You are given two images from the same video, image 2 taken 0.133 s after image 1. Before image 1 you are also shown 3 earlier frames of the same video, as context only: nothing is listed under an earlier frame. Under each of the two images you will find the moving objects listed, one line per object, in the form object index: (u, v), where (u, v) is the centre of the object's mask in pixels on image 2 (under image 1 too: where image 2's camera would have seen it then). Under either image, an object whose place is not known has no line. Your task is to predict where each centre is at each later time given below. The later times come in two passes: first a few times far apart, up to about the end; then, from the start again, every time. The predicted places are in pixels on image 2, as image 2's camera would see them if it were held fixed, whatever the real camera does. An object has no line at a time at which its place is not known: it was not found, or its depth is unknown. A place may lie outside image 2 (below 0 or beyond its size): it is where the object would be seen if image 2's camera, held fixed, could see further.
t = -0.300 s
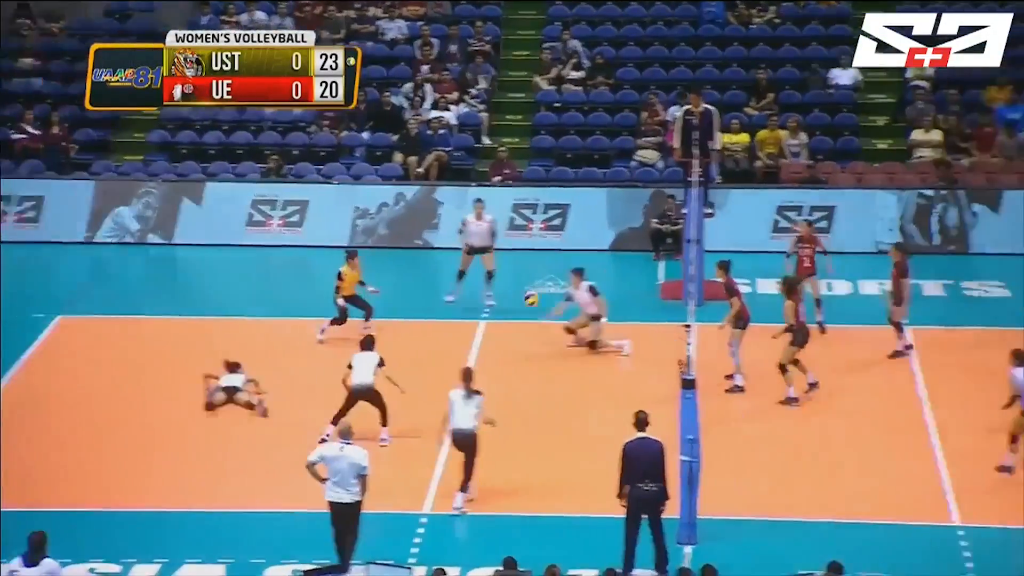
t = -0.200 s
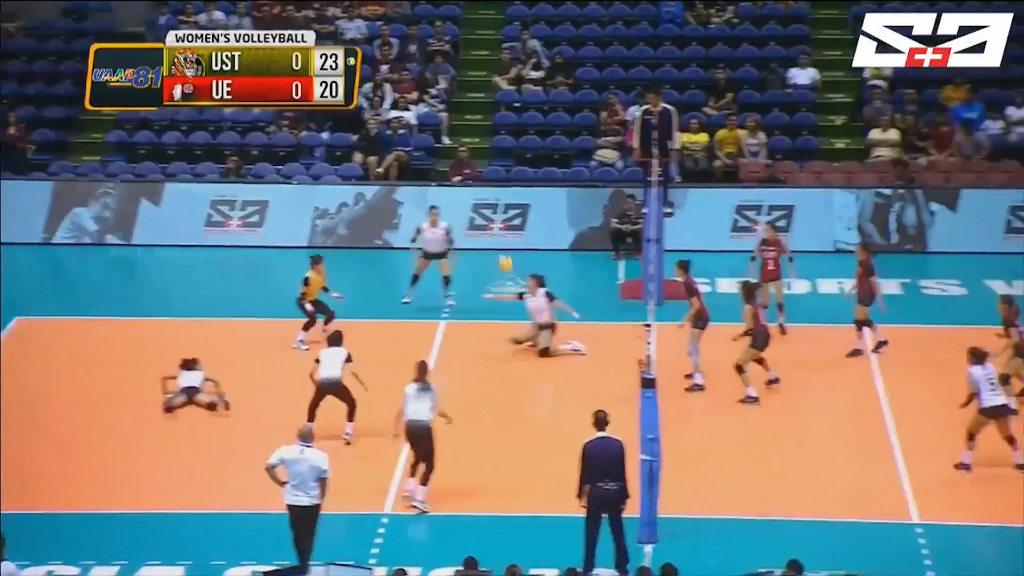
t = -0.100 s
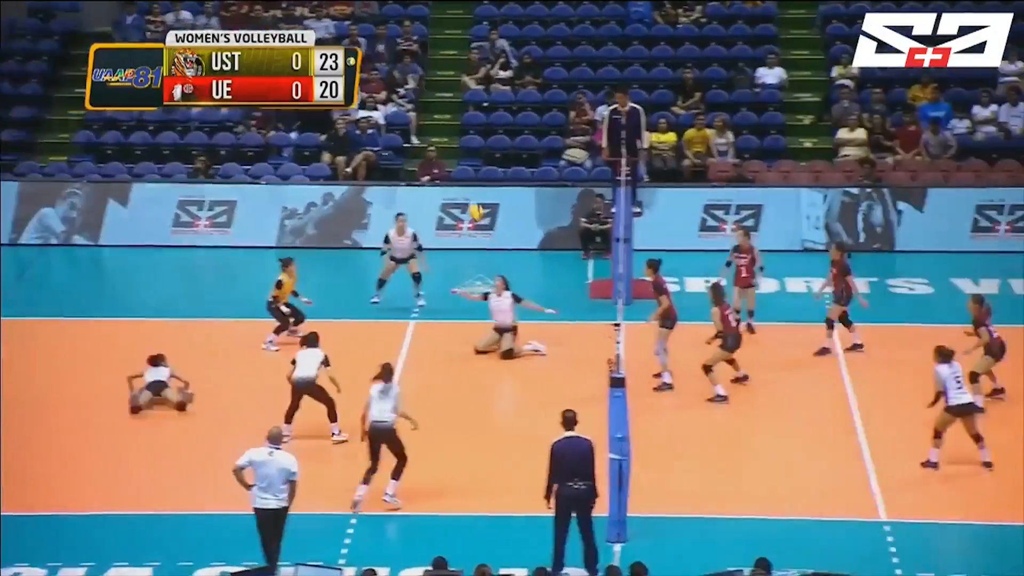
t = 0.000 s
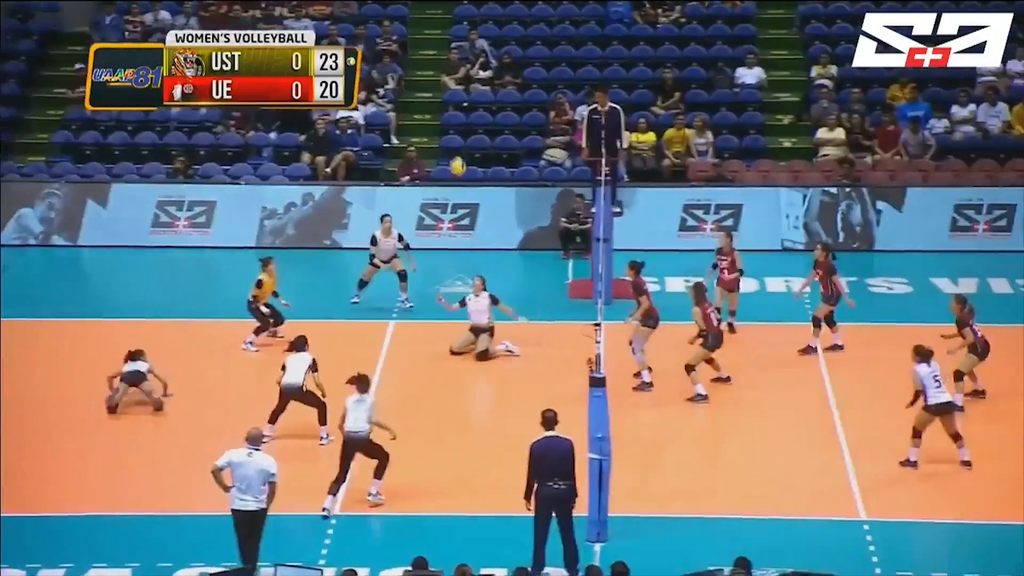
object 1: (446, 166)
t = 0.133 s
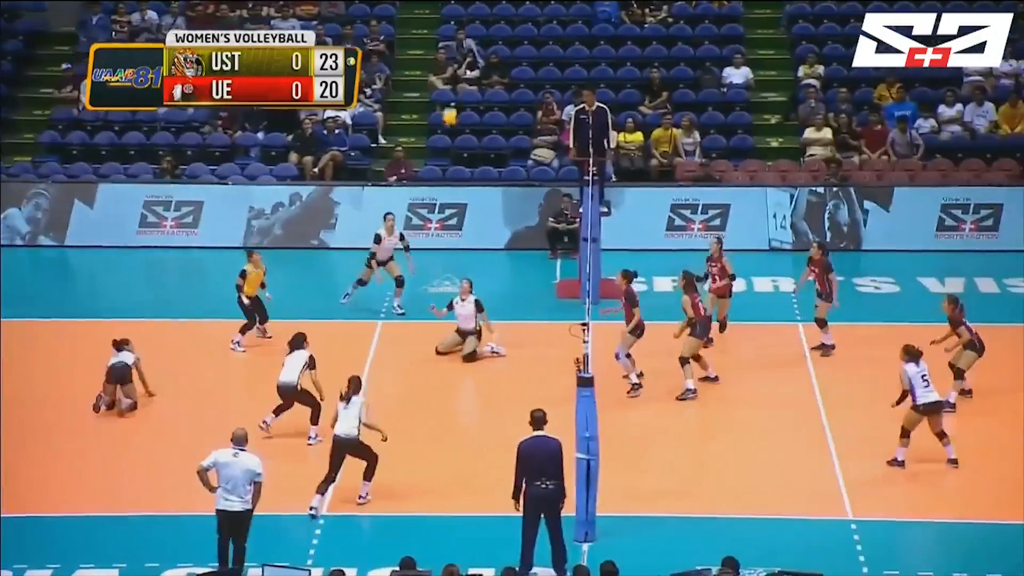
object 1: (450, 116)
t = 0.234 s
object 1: (454, 87)
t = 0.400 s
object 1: (462, 54)
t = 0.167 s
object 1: (451, 106)
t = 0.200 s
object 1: (453, 96)
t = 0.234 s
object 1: (454, 87)
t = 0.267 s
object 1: (455, 78)
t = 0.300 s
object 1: (457, 71)
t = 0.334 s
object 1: (459, 66)
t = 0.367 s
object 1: (460, 59)
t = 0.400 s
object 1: (462, 54)
